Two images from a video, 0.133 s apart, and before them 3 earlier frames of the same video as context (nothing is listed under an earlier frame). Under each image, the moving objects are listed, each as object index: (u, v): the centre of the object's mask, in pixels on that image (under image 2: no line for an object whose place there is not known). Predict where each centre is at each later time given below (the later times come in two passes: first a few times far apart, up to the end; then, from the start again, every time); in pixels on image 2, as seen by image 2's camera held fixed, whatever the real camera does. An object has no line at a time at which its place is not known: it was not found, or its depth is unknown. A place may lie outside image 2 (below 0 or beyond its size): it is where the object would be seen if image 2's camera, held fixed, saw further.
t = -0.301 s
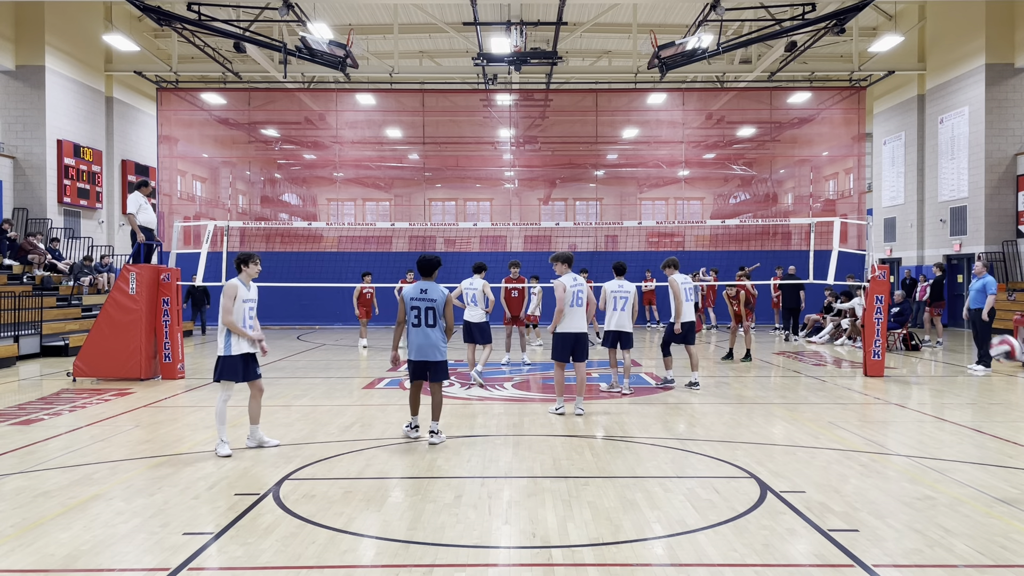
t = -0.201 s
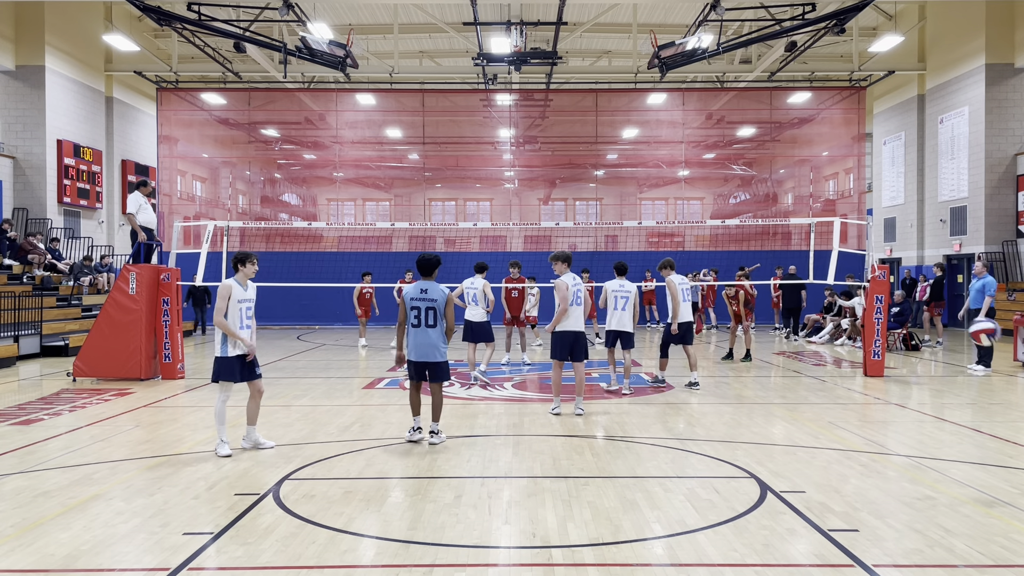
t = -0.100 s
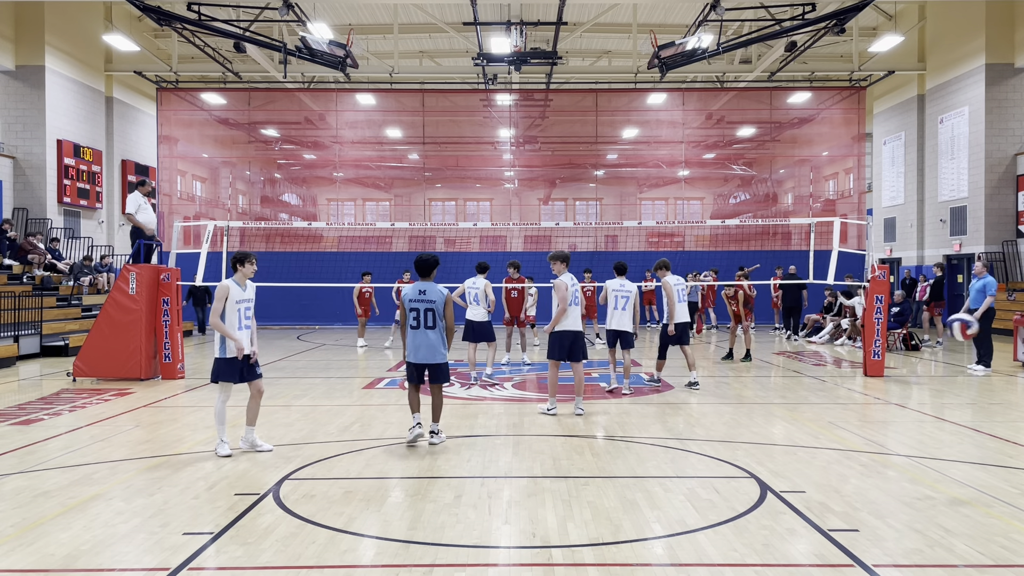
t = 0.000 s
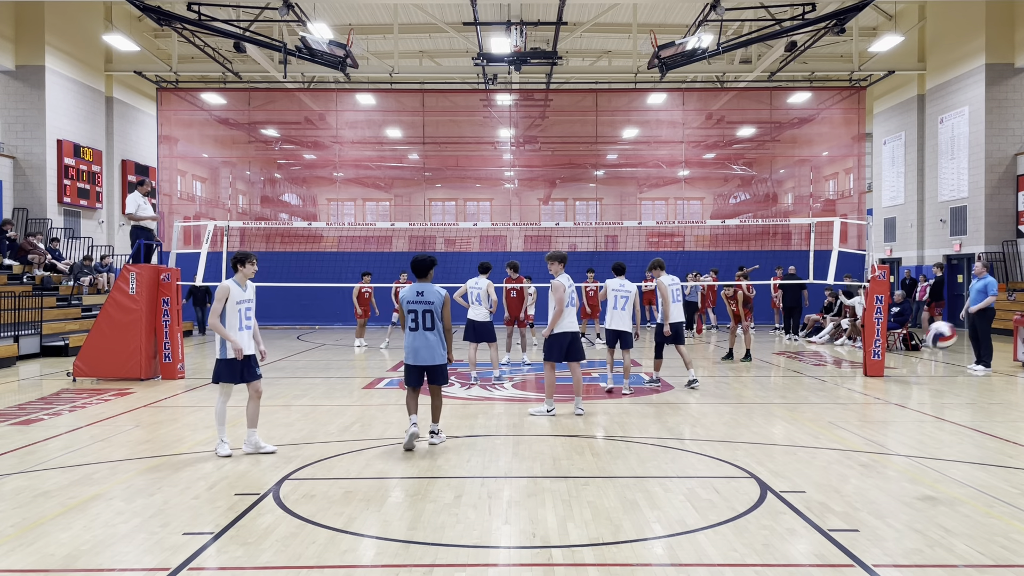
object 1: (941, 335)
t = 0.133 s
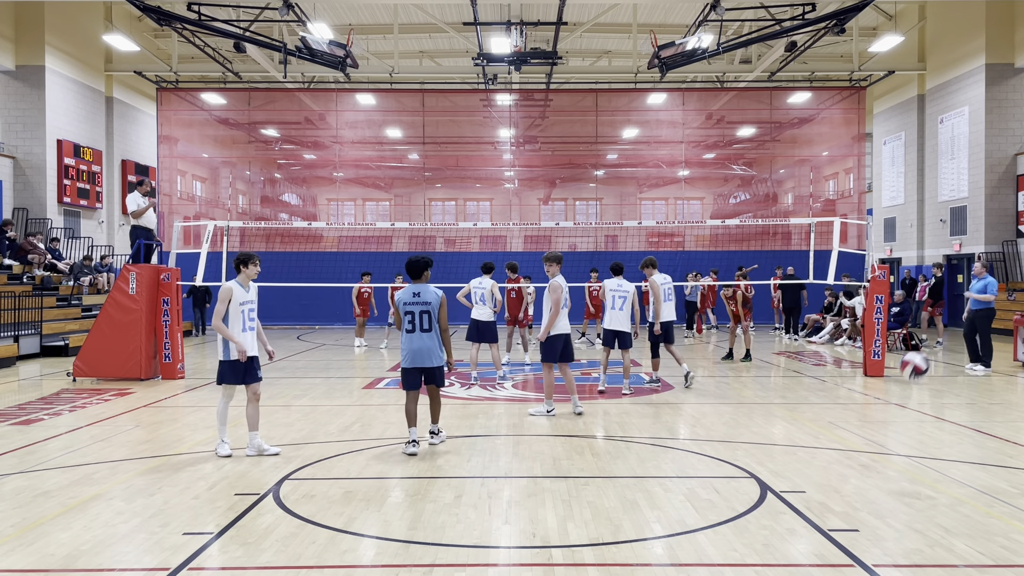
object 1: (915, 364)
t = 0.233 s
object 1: (894, 403)
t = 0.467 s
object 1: (851, 424)
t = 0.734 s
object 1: (806, 376)
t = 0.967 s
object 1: (768, 408)
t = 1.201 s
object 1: (733, 430)
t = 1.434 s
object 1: (698, 404)
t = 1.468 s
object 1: (693, 406)
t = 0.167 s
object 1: (907, 376)
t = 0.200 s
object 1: (901, 389)
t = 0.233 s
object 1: (894, 403)
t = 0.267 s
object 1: (887, 418)
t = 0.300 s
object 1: (881, 434)
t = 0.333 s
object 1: (875, 452)
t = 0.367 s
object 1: (869, 464)
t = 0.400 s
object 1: (862, 447)
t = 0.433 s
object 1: (856, 435)
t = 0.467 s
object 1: (851, 424)
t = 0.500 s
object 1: (845, 412)
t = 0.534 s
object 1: (840, 403)
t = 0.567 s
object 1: (834, 395)
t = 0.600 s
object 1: (828, 389)
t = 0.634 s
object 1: (822, 383)
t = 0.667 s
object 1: (817, 380)
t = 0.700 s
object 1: (811, 378)
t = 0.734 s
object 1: (806, 376)
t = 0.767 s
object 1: (800, 377)
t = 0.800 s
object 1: (794, 379)
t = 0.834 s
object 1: (789, 382)
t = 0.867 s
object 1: (784, 387)
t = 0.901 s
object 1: (779, 393)
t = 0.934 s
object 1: (773, 400)
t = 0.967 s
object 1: (768, 408)
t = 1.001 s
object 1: (763, 418)
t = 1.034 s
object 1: (758, 429)
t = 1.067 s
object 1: (753, 442)
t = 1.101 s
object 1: (749, 455)
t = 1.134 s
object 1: (744, 450)
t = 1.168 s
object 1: (738, 439)
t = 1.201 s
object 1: (733, 430)
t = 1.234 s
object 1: (728, 423)
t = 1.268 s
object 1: (723, 417)
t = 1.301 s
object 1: (718, 411)
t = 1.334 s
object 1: (713, 408)
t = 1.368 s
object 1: (708, 405)
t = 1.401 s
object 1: (703, 404)
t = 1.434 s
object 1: (698, 404)
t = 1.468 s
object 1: (693, 406)
